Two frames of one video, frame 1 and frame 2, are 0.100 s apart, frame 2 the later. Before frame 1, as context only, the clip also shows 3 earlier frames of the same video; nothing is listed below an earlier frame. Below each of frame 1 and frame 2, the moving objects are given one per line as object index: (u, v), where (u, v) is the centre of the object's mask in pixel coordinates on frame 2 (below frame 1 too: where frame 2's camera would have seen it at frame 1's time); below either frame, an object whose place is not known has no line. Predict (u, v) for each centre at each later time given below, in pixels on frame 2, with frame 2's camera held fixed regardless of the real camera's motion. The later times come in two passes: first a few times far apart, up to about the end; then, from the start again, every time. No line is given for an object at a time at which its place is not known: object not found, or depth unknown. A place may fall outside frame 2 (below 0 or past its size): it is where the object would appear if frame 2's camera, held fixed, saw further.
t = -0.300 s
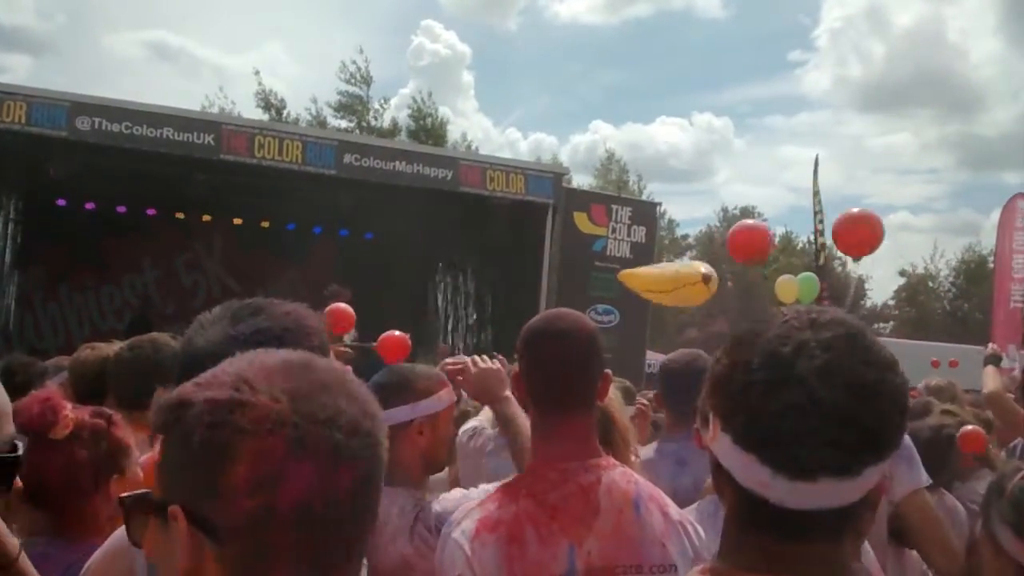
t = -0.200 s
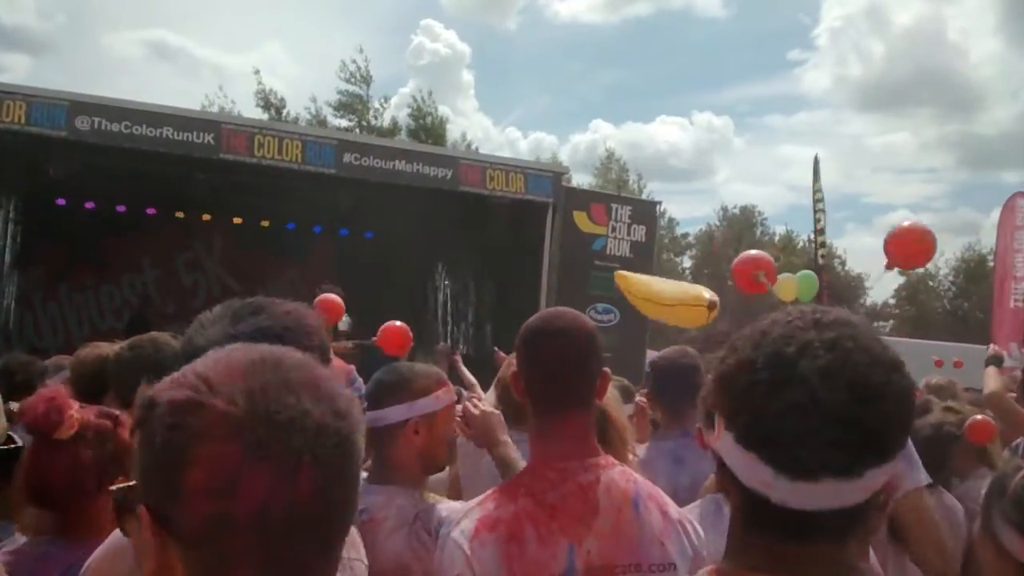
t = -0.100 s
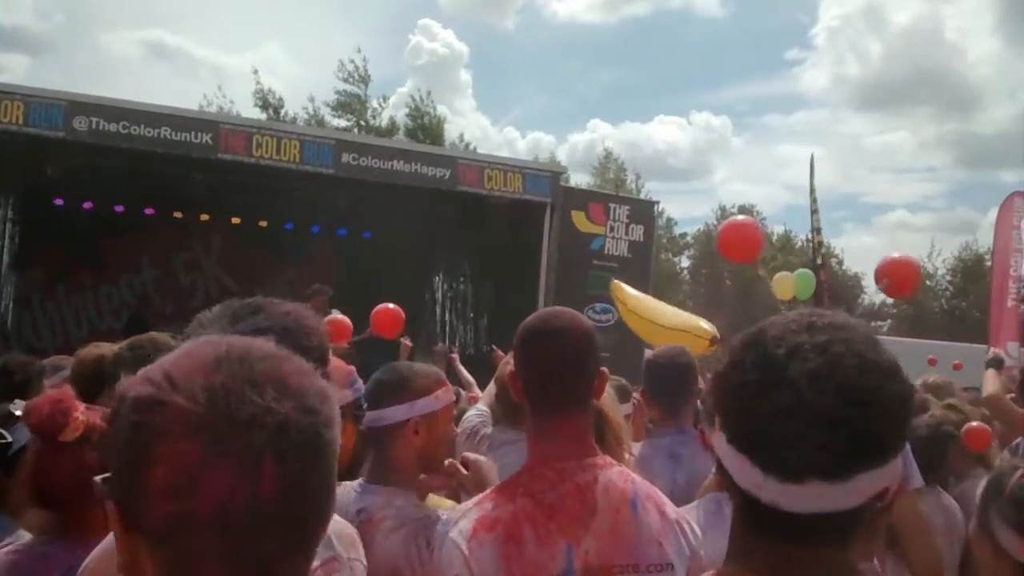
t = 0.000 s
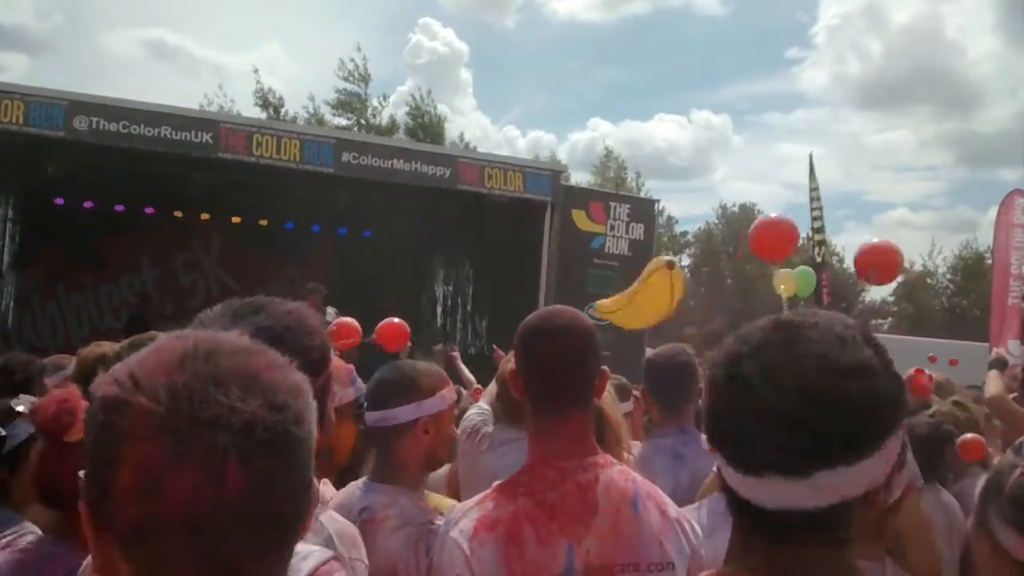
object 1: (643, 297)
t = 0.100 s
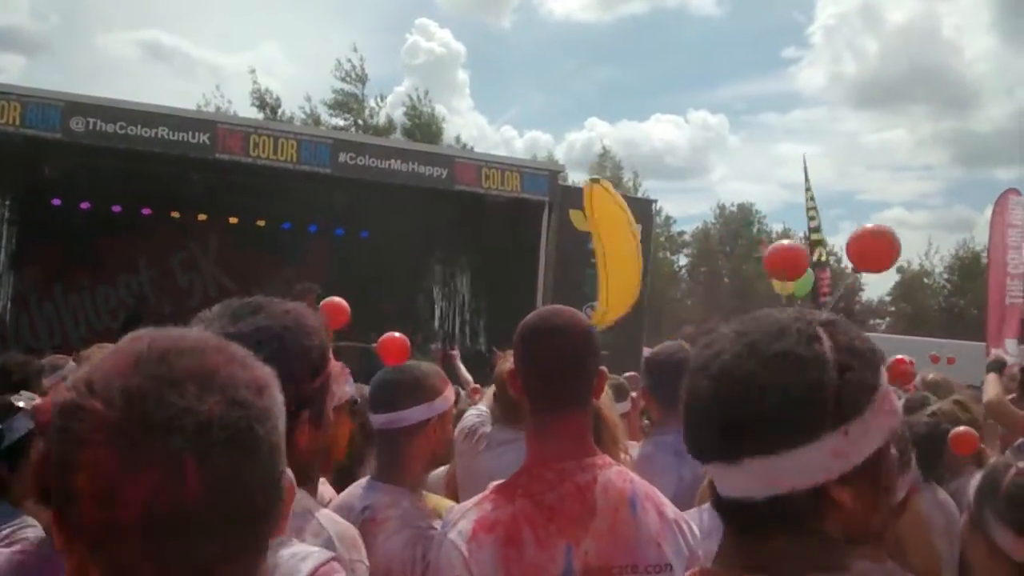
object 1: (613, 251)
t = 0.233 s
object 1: (569, 211)
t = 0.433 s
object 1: (507, 178)
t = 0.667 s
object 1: (444, 181)
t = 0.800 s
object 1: (399, 203)
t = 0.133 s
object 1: (601, 240)
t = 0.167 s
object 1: (591, 230)
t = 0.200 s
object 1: (580, 221)
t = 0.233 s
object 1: (569, 211)
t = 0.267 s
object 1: (559, 203)
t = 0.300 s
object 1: (547, 195)
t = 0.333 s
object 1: (537, 188)
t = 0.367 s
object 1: (527, 183)
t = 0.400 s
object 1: (517, 181)
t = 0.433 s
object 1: (507, 178)
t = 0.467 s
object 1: (498, 176)
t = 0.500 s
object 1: (490, 175)
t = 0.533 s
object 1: (482, 175)
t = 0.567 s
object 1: (473, 175)
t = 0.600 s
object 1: (464, 177)
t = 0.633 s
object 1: (454, 179)
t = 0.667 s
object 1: (444, 181)
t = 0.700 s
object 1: (433, 185)
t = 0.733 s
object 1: (423, 190)
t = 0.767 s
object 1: (410, 196)
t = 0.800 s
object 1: (399, 203)
